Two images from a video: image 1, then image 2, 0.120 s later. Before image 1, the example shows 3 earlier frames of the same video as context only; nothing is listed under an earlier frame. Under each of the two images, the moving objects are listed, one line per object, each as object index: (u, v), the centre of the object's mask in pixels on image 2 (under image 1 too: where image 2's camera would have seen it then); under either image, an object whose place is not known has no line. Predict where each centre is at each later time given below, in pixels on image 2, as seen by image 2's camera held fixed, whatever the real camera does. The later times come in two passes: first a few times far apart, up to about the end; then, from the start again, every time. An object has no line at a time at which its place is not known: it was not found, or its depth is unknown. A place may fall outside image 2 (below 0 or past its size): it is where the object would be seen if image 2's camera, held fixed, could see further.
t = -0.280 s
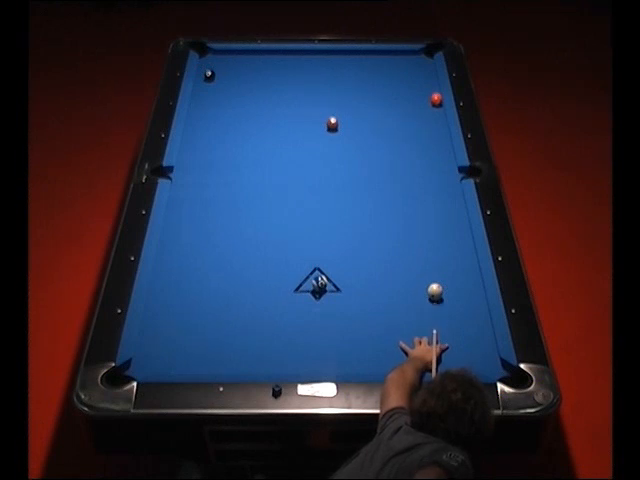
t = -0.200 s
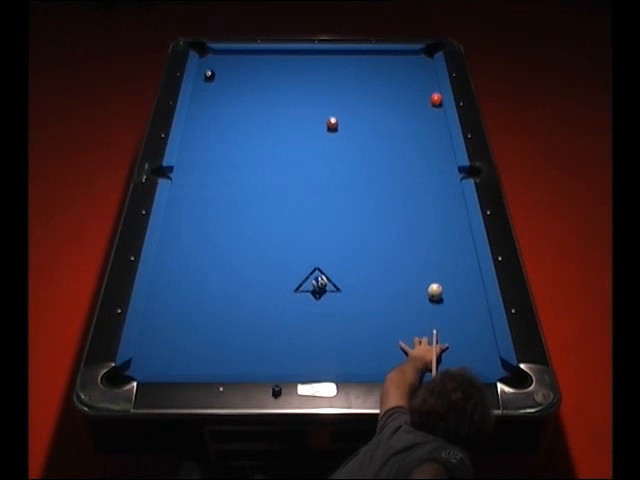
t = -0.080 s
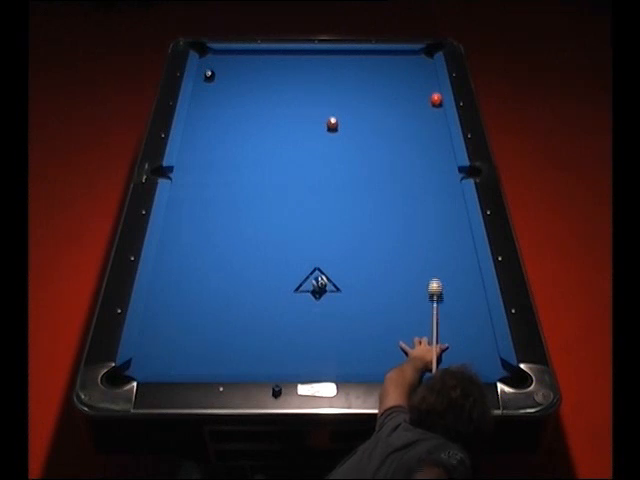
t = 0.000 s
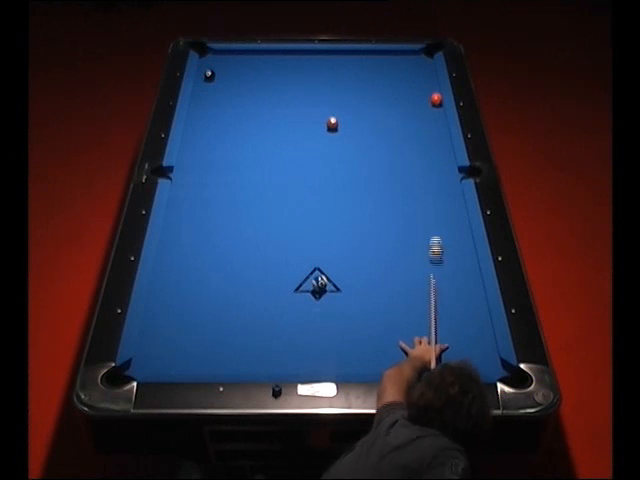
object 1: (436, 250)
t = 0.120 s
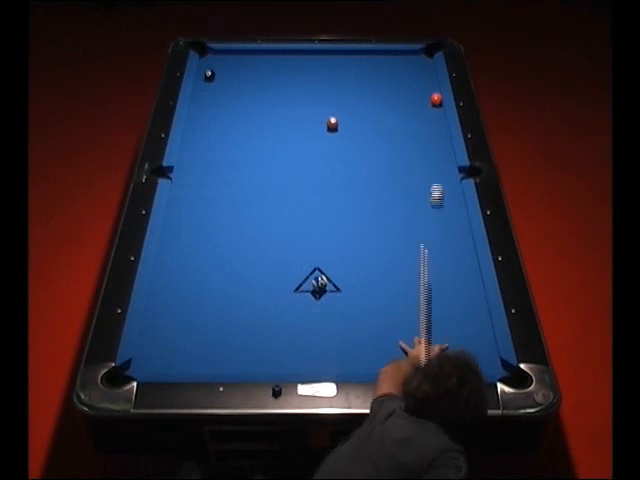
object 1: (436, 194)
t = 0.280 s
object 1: (437, 140)
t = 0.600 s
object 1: (433, 105)
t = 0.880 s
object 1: (426, 106)
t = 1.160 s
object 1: (420, 106)
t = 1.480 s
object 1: (415, 107)
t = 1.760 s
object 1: (411, 108)
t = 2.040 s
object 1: (409, 108)
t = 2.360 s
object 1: (408, 108)
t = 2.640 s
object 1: (408, 108)
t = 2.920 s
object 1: (408, 108)
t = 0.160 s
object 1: (437, 179)
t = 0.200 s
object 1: (437, 165)
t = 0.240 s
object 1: (437, 152)
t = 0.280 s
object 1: (437, 140)
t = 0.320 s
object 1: (437, 128)
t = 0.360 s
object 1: (437, 117)
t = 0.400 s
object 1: (438, 108)
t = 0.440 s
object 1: (437, 104)
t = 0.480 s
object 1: (436, 104)
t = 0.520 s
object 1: (435, 105)
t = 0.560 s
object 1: (434, 105)
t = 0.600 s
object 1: (433, 105)
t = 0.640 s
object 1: (432, 105)
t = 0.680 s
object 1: (431, 105)
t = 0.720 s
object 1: (430, 105)
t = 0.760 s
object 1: (429, 105)
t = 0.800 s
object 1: (428, 105)
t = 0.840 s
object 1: (427, 106)
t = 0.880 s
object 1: (426, 106)
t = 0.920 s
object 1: (425, 106)
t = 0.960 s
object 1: (424, 106)
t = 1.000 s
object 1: (424, 106)
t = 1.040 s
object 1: (423, 106)
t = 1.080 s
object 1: (422, 106)
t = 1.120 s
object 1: (421, 105)
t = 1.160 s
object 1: (420, 106)
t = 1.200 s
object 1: (420, 106)
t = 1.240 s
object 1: (419, 106)
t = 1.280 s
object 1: (418, 107)
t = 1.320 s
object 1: (418, 107)
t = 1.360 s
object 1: (417, 107)
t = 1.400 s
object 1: (416, 107)
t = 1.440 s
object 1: (416, 107)
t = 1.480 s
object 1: (415, 107)
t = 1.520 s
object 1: (414, 108)
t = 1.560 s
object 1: (414, 108)
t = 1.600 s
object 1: (413, 108)
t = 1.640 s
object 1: (413, 108)
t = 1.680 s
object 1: (412, 108)
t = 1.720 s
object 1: (412, 108)
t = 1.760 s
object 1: (411, 108)
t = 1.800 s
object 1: (411, 108)
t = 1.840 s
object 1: (411, 108)
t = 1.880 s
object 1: (410, 108)
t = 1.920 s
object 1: (410, 108)
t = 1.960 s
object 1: (410, 108)
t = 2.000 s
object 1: (409, 108)
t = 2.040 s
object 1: (409, 108)
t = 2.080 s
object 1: (409, 108)
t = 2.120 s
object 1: (408, 108)
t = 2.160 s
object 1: (408, 108)
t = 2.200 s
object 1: (408, 108)
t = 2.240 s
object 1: (408, 108)
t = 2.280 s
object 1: (408, 108)
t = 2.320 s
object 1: (407, 108)
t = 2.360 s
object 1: (408, 108)
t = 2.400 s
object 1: (408, 108)
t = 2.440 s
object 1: (408, 108)
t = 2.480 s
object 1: (407, 108)
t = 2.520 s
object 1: (408, 108)
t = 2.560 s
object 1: (408, 108)
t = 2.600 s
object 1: (408, 108)
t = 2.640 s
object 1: (408, 108)
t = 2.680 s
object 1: (408, 108)
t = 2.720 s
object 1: (408, 108)
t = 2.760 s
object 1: (408, 108)
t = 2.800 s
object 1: (408, 108)
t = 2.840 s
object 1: (408, 108)
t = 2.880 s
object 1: (408, 108)
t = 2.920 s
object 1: (408, 108)
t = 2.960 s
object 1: (408, 108)
